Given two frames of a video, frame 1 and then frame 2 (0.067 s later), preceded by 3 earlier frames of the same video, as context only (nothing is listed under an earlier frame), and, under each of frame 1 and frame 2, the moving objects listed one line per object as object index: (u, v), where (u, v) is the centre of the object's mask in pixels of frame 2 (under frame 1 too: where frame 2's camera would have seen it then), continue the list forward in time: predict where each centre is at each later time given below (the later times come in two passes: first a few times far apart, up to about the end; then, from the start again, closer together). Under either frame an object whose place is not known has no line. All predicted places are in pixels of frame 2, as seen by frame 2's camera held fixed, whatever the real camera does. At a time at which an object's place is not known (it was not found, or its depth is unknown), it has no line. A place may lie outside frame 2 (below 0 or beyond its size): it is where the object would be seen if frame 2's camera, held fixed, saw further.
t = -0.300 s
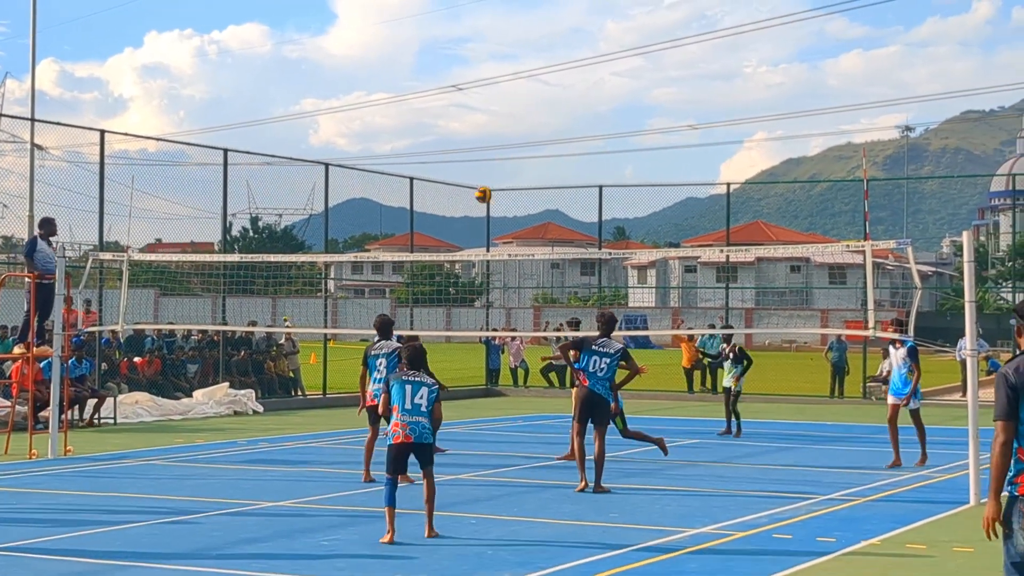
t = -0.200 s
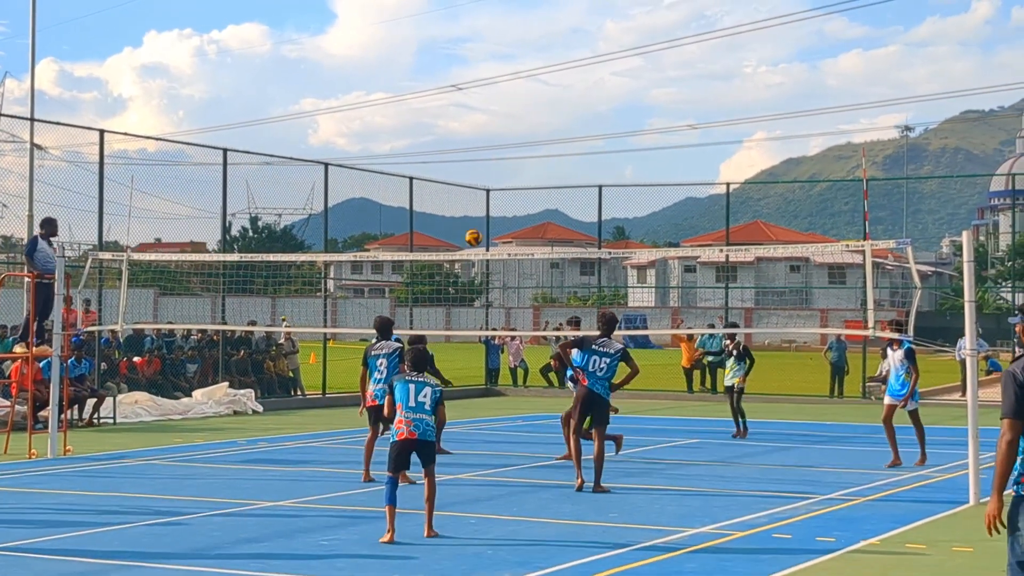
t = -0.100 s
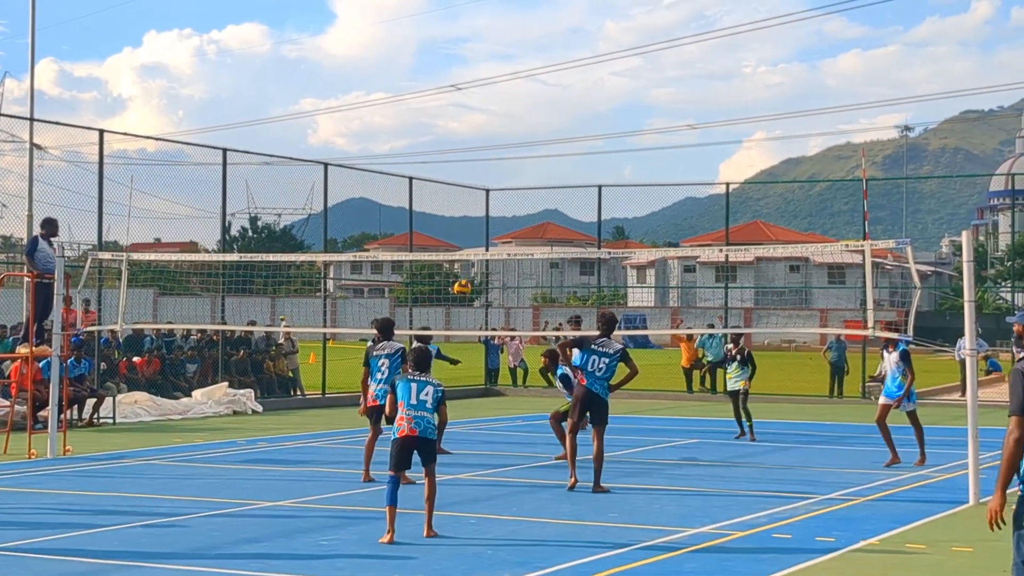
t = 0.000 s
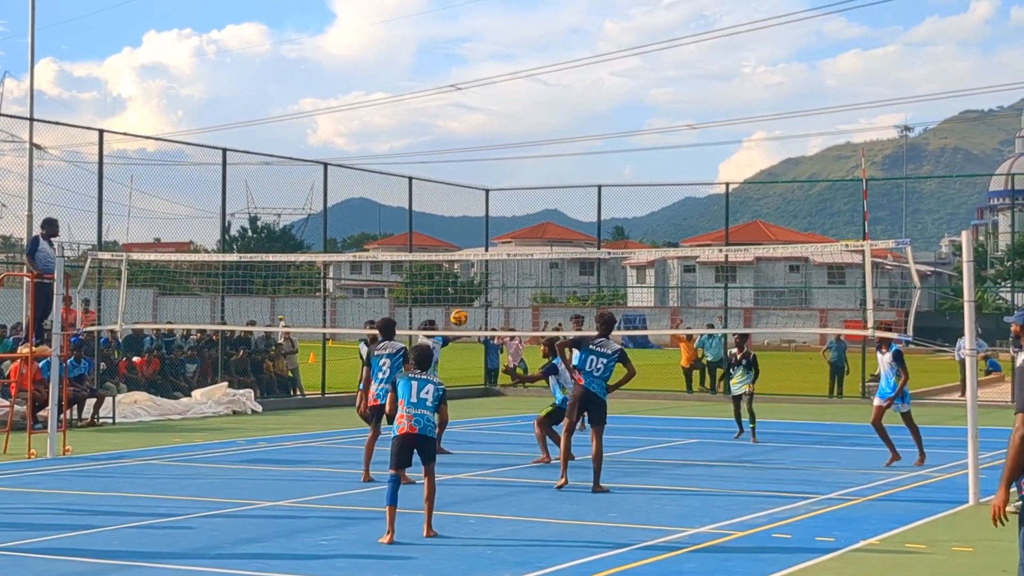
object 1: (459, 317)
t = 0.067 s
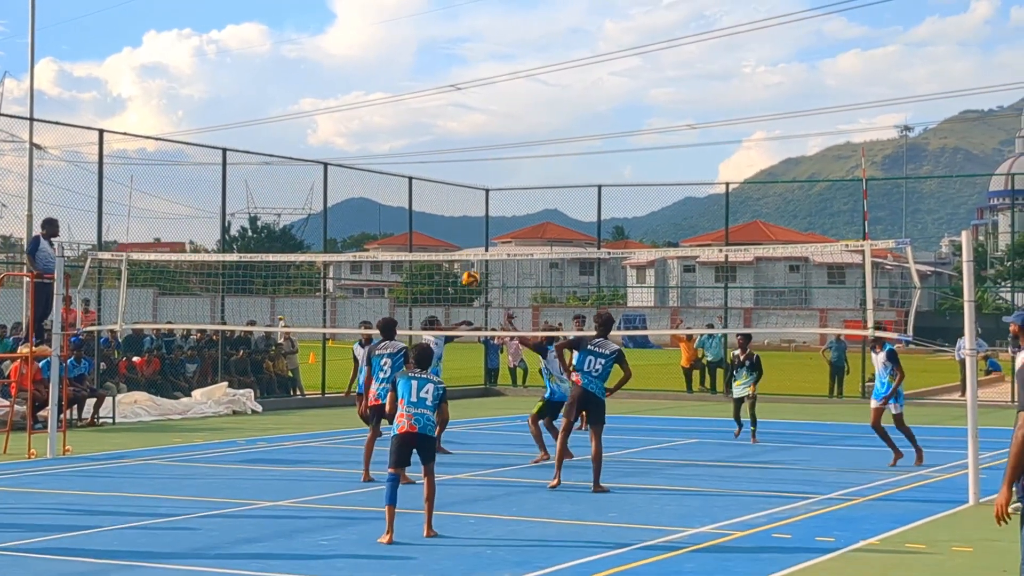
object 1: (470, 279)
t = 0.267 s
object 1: (503, 182)
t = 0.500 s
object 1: (539, 108)
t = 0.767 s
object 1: (580, 75)
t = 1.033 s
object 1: (621, 102)
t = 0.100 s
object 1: (476, 264)
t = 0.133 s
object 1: (481, 244)
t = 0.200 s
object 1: (492, 211)
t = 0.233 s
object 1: (498, 196)
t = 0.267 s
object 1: (503, 182)
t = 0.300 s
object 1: (508, 170)
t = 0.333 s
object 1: (513, 157)
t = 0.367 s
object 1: (518, 146)
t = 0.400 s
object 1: (524, 135)
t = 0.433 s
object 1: (529, 125)
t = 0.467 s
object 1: (534, 116)
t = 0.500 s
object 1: (539, 108)
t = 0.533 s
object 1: (545, 101)
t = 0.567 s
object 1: (549, 95)
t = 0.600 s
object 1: (555, 89)
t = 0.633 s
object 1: (560, 85)
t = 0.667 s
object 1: (565, 81)
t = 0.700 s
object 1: (570, 78)
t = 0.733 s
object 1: (575, 76)
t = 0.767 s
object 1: (580, 75)
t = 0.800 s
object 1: (586, 75)
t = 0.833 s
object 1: (590, 76)
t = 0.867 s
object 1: (596, 79)
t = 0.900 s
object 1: (601, 82)
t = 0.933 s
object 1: (606, 85)
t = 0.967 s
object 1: (611, 90)
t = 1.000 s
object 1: (616, 95)
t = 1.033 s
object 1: (621, 102)
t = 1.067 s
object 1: (626, 110)
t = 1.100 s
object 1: (631, 119)
